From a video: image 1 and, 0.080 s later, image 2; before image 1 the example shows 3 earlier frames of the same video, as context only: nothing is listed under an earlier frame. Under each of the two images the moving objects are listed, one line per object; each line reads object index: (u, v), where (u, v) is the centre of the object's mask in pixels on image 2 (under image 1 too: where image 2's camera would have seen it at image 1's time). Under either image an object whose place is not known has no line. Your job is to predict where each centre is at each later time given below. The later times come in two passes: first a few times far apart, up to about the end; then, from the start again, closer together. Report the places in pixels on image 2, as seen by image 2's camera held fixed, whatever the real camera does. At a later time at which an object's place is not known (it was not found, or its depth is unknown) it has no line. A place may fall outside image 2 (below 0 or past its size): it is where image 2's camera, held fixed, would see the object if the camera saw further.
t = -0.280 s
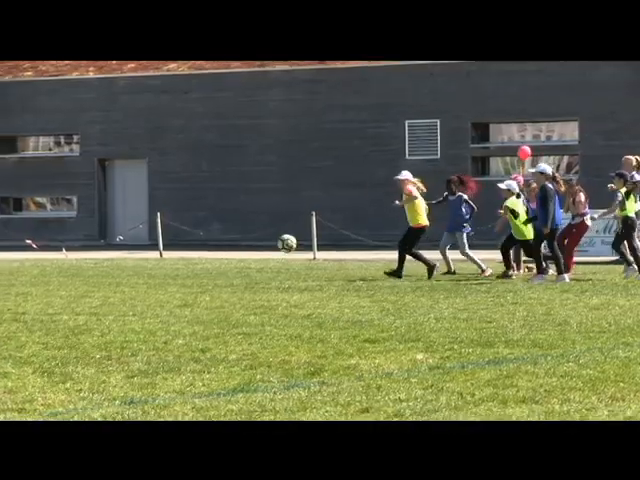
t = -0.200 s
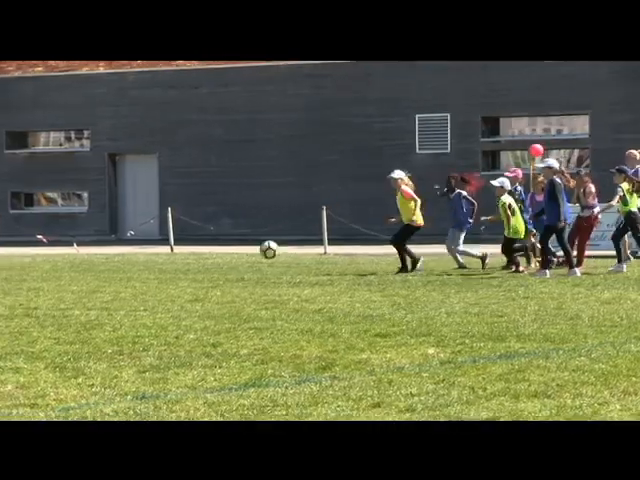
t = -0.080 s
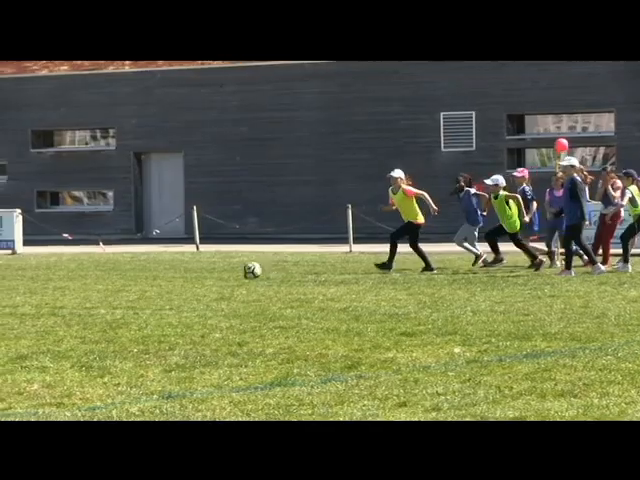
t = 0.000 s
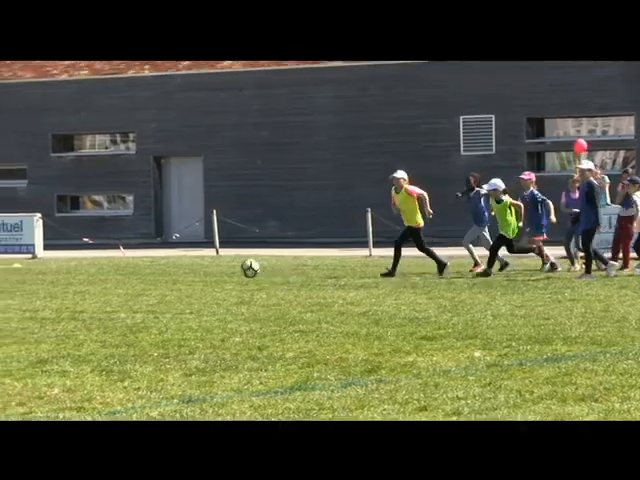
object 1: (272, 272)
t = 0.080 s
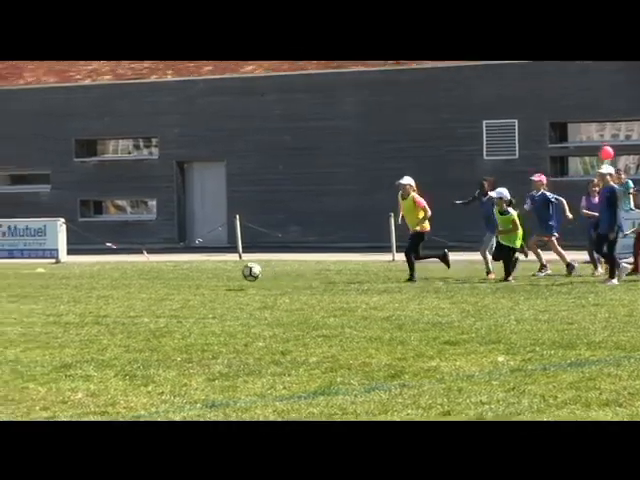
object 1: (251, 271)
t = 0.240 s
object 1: (211, 283)
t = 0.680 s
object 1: (109, 282)
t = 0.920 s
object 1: (51, 285)
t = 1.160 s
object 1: (-5, 288)
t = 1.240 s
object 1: (-23, 287)
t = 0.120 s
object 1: (242, 273)
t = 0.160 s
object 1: (232, 276)
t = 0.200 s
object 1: (221, 280)
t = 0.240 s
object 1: (211, 283)
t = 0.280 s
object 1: (203, 280)
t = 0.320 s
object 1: (195, 278)
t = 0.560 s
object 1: (137, 283)
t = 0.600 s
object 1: (128, 282)
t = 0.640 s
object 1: (118, 281)
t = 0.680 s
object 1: (109, 282)
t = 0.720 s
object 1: (100, 284)
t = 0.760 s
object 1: (90, 286)
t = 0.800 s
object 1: (79, 285)
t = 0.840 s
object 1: (70, 284)
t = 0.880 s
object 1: (60, 284)
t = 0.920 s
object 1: (51, 285)
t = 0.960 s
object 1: (42, 287)
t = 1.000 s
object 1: (31, 286)
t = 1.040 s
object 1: (22, 287)
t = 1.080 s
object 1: (13, 287)
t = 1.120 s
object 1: (3, 288)
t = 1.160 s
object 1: (-5, 288)
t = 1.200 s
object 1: (-14, 287)
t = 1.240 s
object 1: (-23, 287)
